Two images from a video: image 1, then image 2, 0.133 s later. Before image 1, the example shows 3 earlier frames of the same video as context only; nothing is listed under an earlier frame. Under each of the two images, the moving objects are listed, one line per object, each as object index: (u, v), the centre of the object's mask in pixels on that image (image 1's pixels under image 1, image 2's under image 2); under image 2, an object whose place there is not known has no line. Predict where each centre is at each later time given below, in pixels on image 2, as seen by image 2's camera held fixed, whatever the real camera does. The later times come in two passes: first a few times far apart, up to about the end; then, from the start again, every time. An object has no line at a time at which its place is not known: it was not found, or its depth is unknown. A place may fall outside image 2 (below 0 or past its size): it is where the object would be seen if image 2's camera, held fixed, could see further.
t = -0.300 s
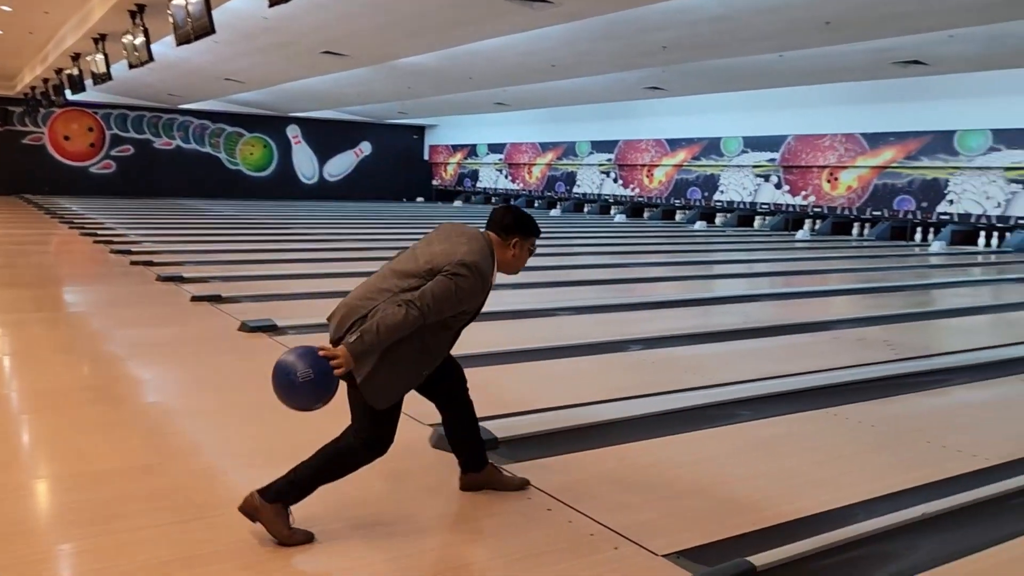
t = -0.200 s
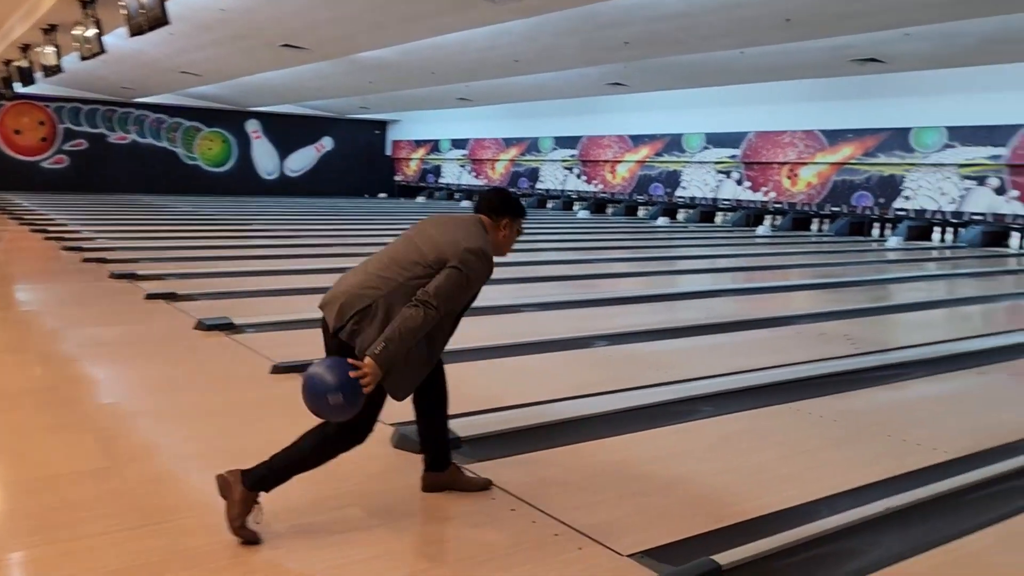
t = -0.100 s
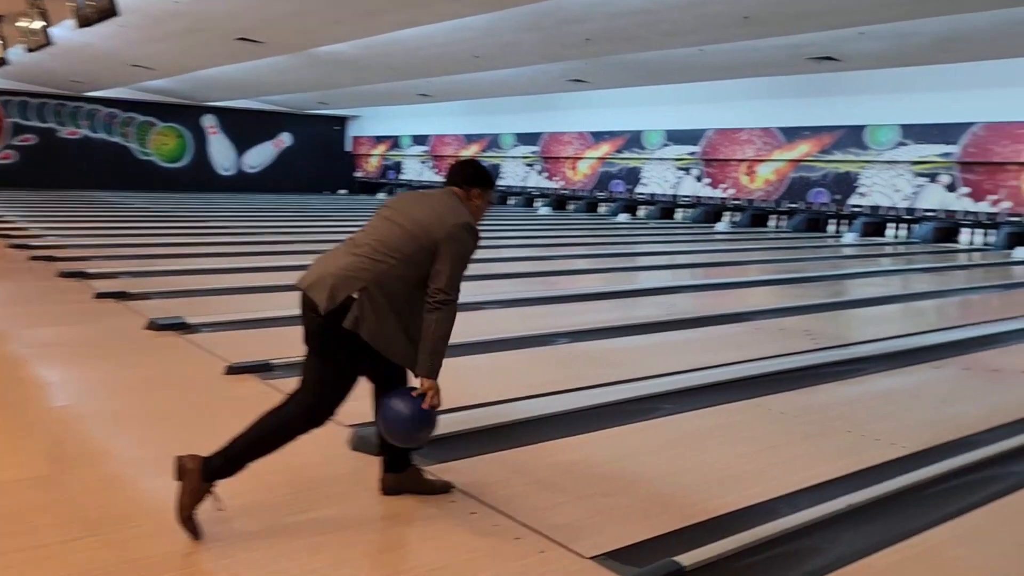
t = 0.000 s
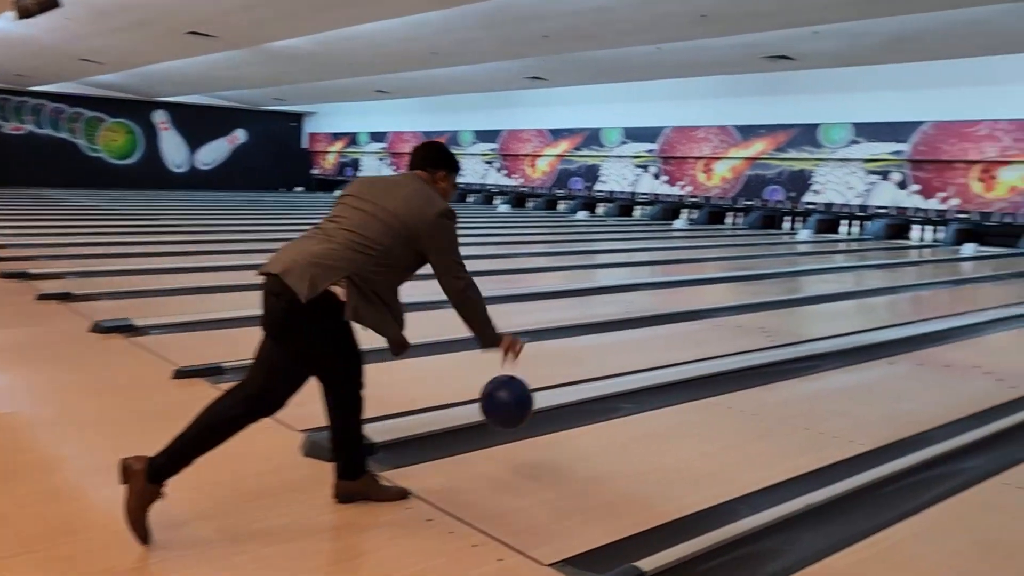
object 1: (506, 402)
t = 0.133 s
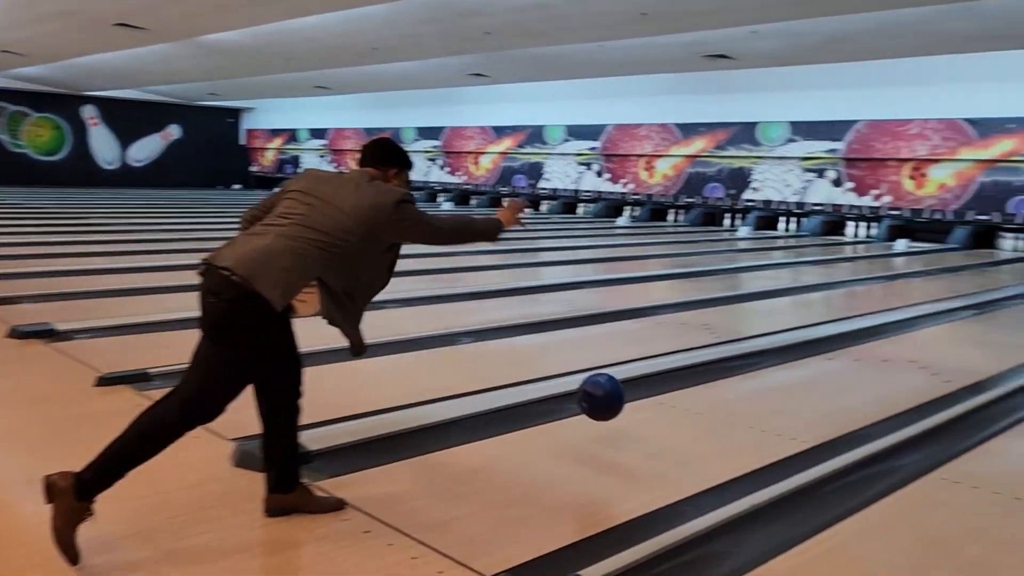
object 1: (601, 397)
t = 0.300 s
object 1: (736, 399)
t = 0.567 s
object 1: (881, 363)
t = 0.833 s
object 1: (975, 338)
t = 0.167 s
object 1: (632, 401)
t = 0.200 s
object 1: (661, 406)
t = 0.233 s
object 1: (687, 413)
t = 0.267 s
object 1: (713, 406)
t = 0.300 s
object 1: (736, 399)
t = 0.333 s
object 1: (758, 394)
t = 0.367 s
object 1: (779, 391)
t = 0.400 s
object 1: (799, 386)
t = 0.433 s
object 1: (817, 381)
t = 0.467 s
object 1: (835, 376)
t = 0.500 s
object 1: (851, 372)
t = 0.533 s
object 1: (867, 367)
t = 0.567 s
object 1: (881, 363)
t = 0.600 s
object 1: (896, 359)
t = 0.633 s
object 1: (909, 356)
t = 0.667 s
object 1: (921, 353)
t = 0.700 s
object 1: (933, 349)
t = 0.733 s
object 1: (944, 347)
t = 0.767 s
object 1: (954, 344)
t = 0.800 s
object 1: (965, 341)
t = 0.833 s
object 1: (975, 338)
